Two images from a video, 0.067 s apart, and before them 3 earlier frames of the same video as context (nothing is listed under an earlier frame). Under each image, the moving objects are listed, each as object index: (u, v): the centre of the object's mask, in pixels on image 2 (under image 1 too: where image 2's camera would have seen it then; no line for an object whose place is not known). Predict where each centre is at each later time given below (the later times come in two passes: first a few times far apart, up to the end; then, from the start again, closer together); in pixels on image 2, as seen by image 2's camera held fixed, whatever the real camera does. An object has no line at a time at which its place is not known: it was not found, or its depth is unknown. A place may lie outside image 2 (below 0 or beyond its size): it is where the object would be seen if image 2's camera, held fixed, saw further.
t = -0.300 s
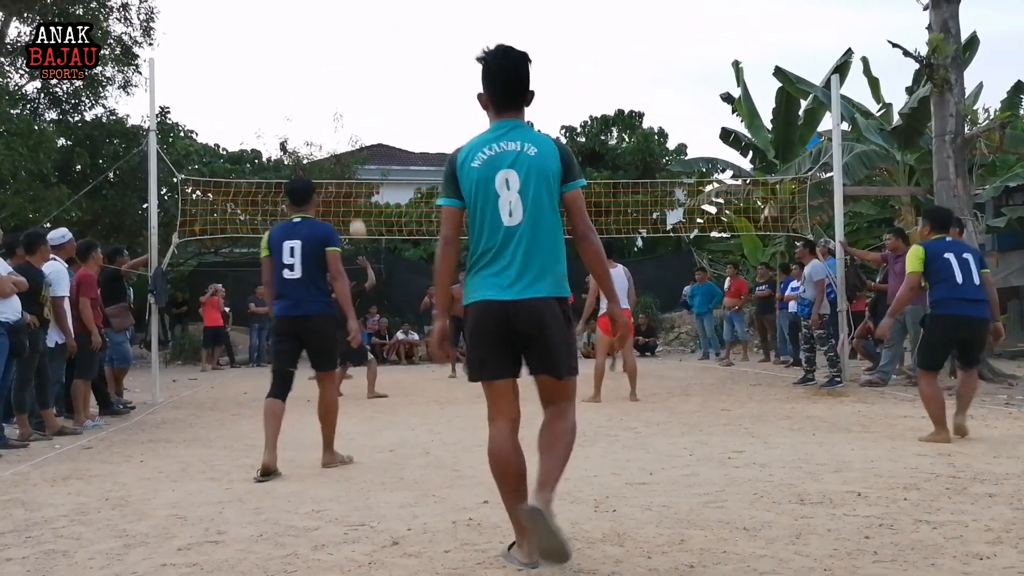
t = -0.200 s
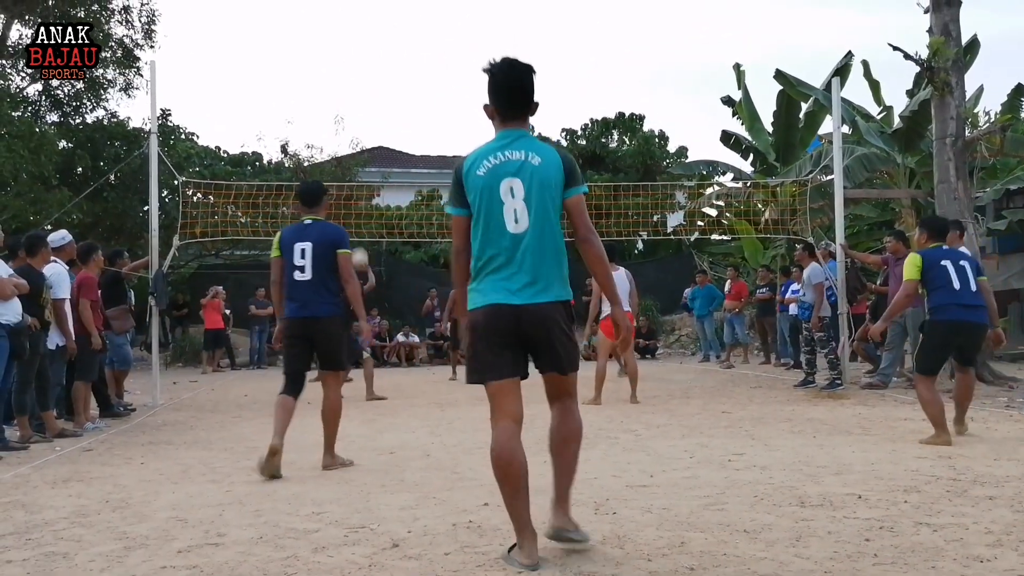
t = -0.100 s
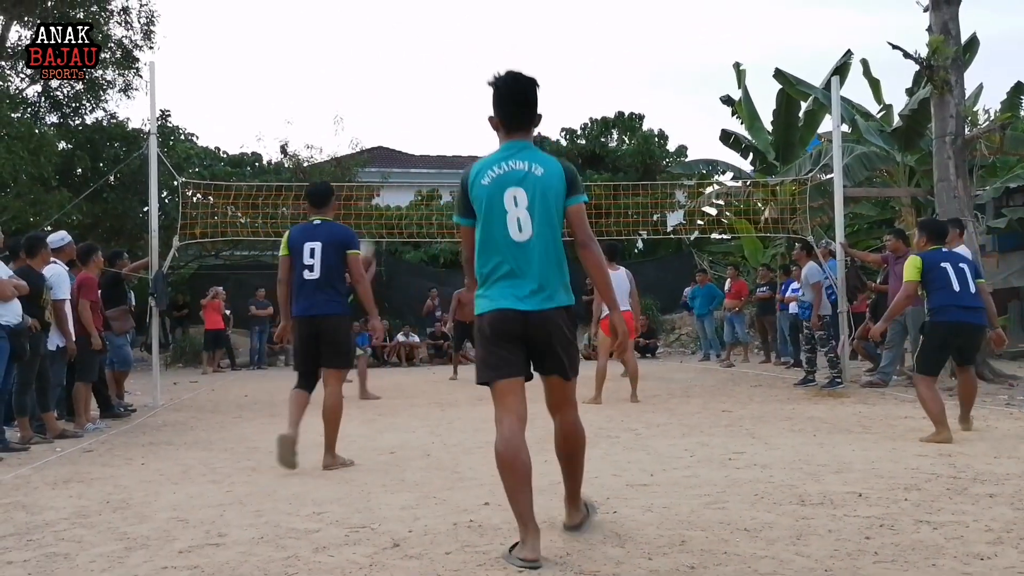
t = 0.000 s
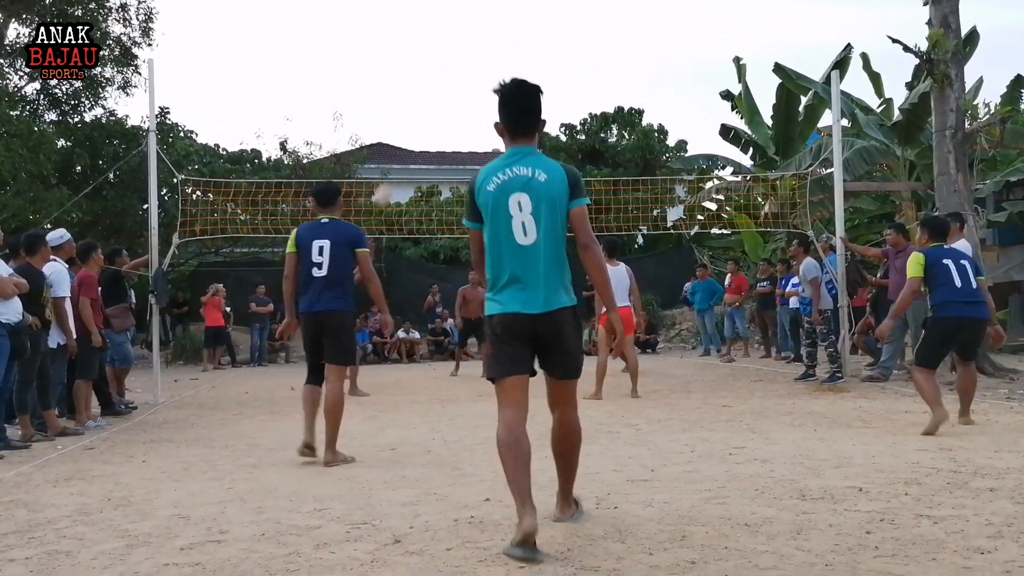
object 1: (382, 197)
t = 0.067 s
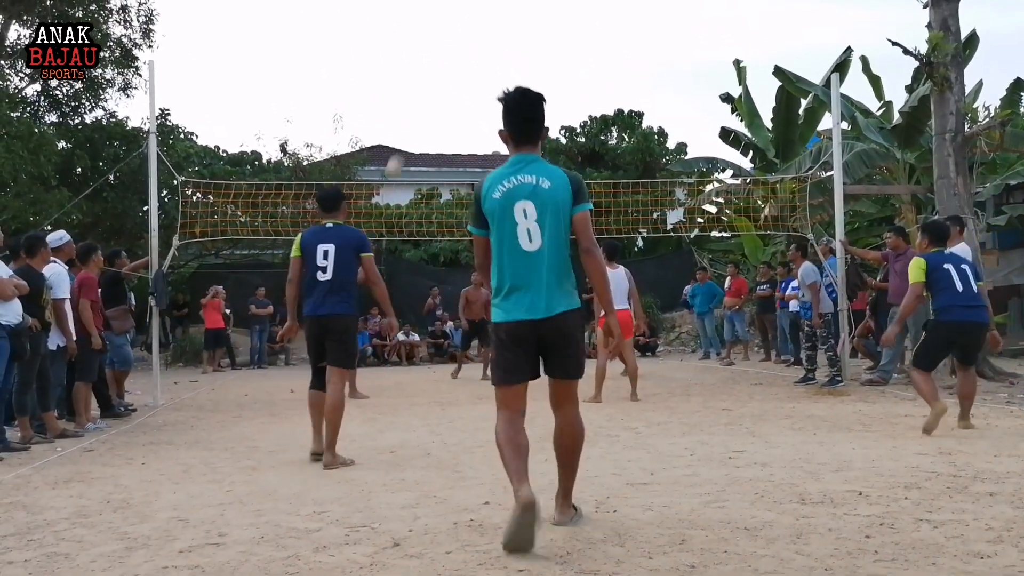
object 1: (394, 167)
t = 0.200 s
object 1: (418, 117)
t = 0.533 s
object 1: (471, 59)
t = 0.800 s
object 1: (519, 71)
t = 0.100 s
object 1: (400, 156)
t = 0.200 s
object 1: (418, 117)
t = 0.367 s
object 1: (441, 82)
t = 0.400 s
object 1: (447, 76)
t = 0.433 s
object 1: (453, 70)
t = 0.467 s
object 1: (459, 66)
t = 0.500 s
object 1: (465, 62)
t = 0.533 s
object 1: (471, 59)
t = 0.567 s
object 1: (477, 58)
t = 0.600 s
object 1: (483, 57)
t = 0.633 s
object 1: (489, 57)
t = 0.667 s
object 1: (495, 58)
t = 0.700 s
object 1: (501, 60)
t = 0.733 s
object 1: (507, 62)
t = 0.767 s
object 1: (513, 66)
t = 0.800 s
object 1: (519, 71)
